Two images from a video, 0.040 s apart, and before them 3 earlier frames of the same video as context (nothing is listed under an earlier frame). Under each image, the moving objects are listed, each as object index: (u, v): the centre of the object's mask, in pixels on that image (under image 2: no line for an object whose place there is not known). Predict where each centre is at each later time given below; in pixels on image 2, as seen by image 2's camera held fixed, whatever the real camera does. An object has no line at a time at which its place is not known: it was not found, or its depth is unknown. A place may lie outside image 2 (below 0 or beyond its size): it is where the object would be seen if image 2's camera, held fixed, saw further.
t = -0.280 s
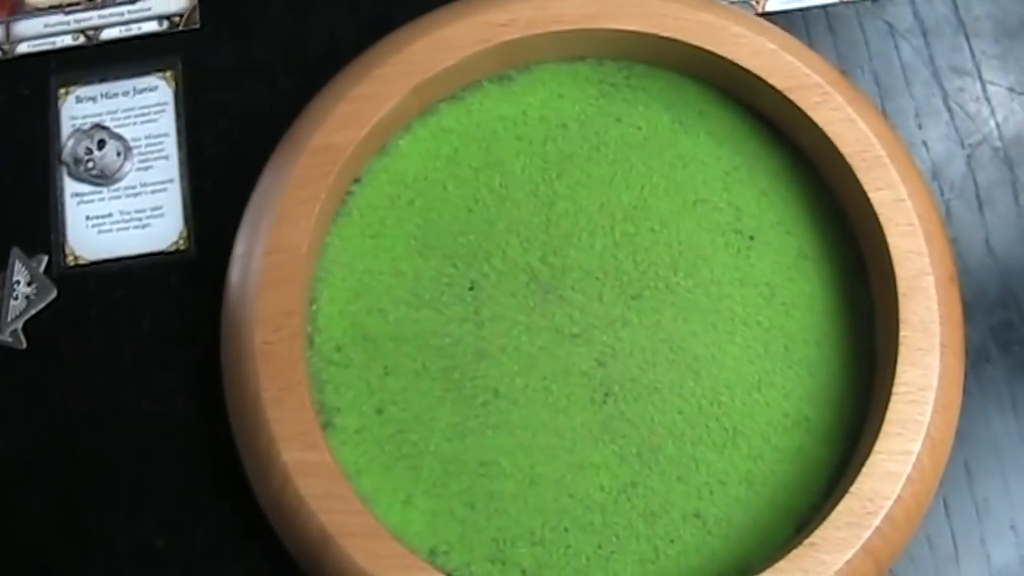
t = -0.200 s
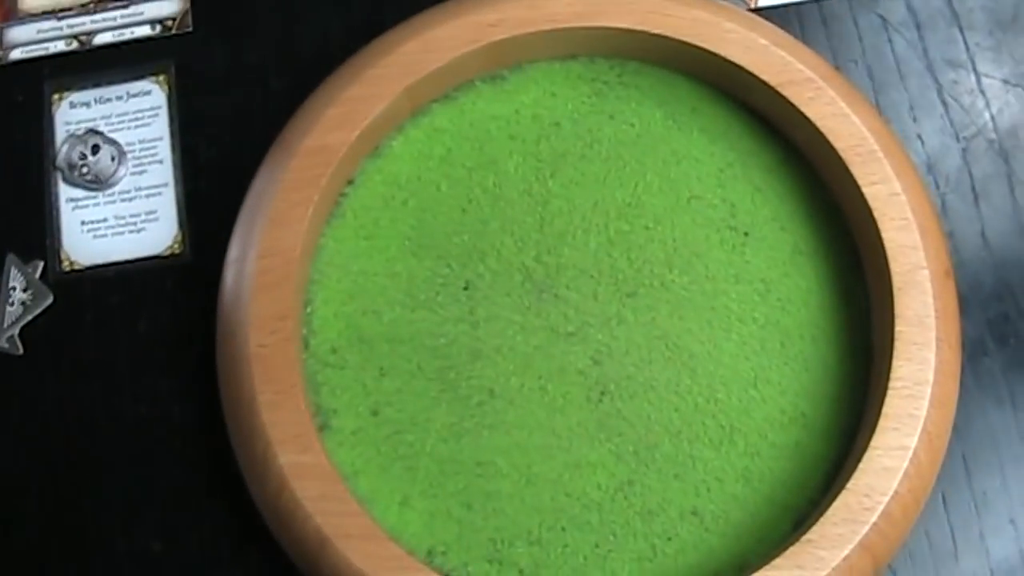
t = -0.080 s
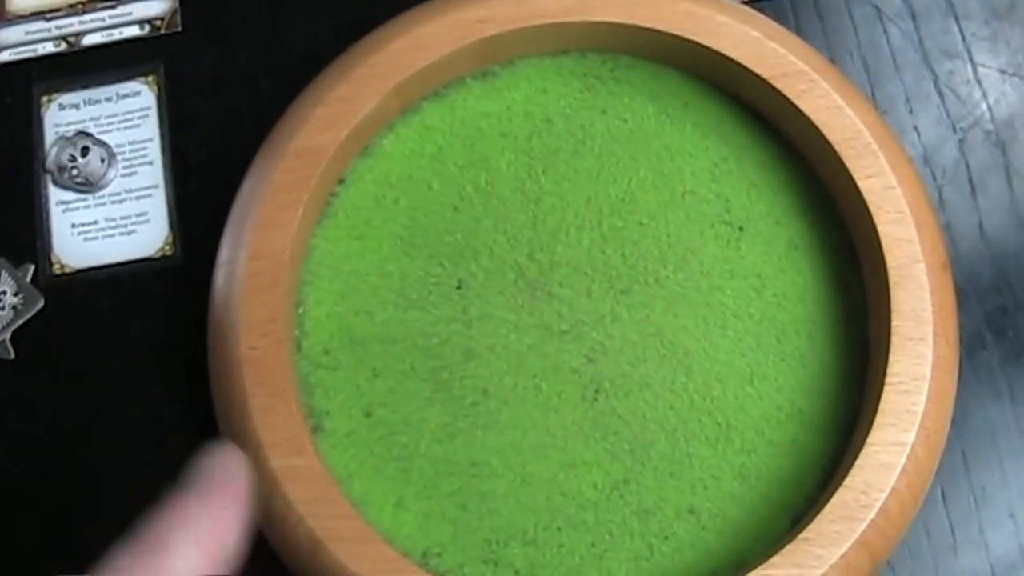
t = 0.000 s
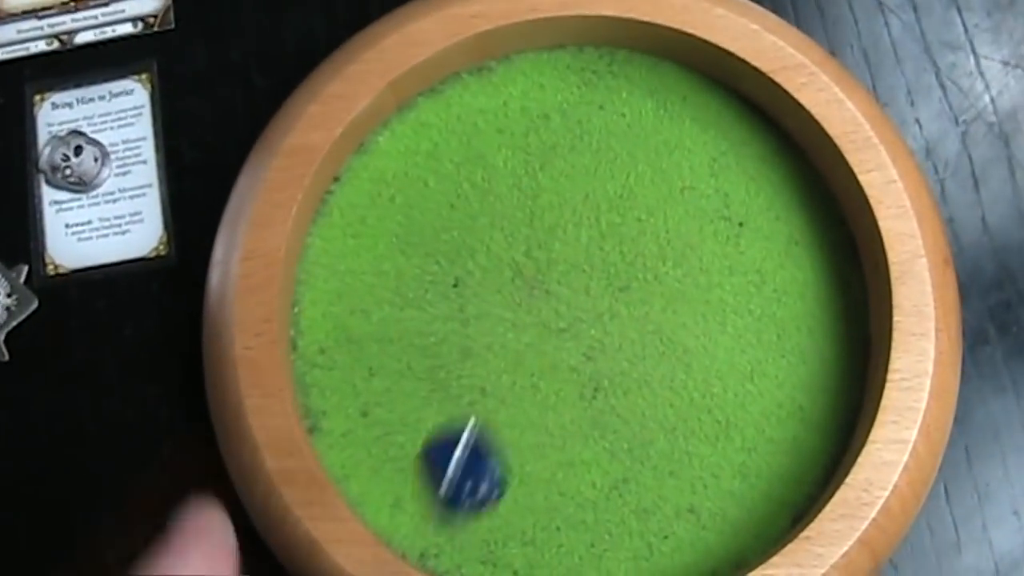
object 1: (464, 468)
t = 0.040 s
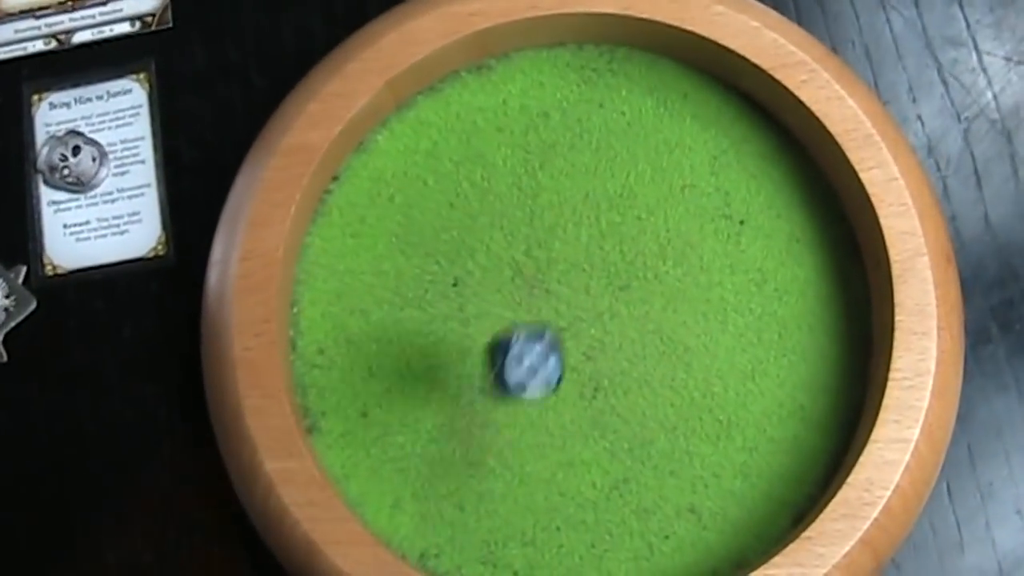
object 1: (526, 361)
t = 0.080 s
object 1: (564, 274)
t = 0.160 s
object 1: (622, 102)
